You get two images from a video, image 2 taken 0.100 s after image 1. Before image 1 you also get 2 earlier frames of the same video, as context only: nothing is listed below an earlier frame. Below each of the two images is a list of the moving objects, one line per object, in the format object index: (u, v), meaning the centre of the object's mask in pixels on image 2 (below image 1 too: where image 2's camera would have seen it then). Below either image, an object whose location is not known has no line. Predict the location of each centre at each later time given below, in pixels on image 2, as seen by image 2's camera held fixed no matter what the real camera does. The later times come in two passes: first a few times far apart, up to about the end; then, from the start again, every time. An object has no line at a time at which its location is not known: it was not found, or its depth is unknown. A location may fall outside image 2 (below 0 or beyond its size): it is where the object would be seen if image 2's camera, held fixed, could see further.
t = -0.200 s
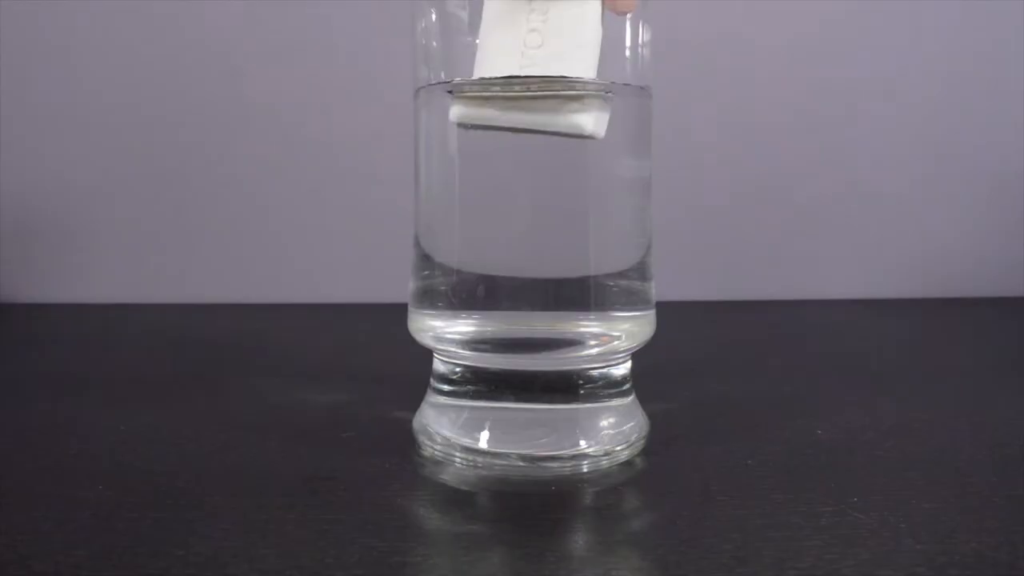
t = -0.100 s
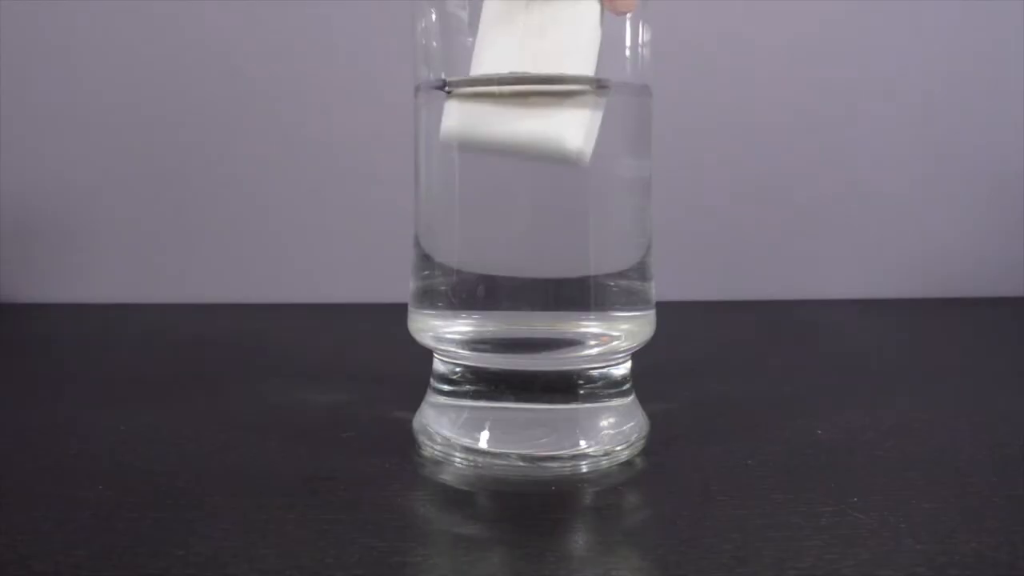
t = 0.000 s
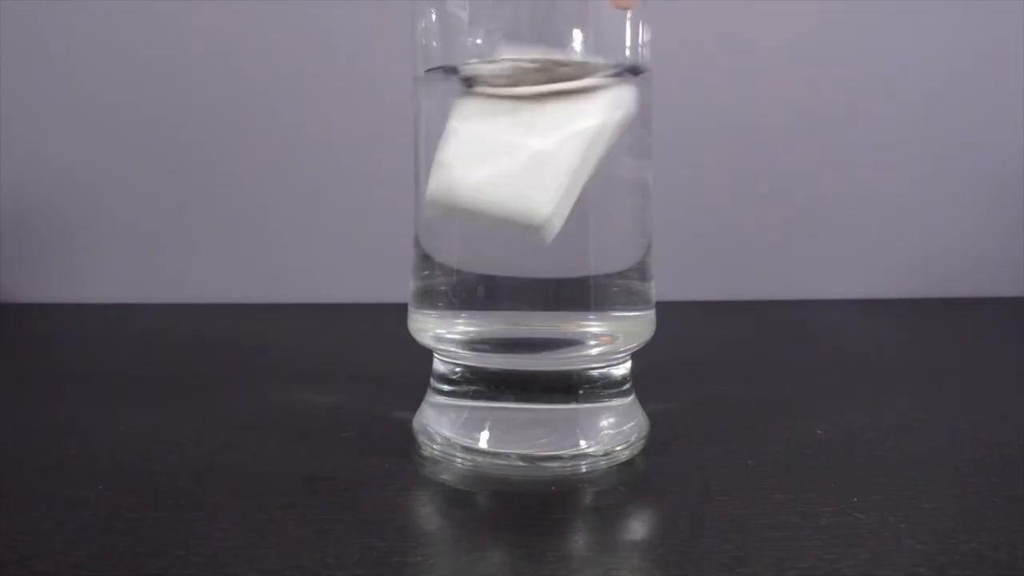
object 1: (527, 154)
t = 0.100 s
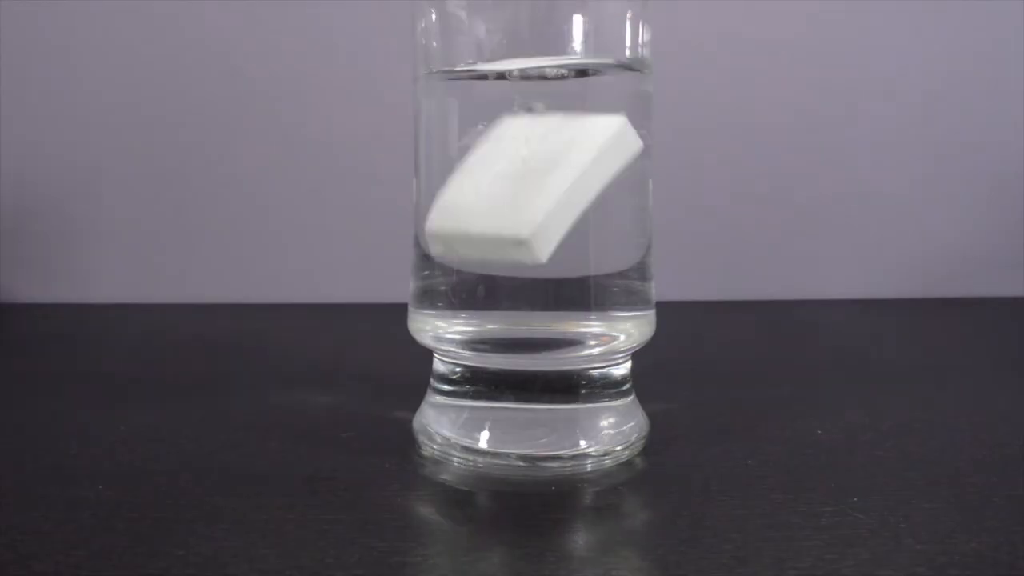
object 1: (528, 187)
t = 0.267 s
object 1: (542, 203)
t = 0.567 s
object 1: (568, 165)
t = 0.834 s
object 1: (554, 139)
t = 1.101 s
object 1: (534, 130)
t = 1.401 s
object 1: (530, 92)
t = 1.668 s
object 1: (525, 106)
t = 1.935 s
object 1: (523, 104)
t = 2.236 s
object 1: (525, 103)
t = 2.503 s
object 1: (527, 103)
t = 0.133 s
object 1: (530, 192)
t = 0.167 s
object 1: (533, 197)
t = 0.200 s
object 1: (536, 200)
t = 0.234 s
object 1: (539, 202)
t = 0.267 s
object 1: (542, 203)
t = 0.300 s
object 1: (546, 201)
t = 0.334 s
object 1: (550, 198)
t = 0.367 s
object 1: (554, 196)
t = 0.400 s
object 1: (558, 192)
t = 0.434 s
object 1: (561, 188)
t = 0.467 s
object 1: (564, 182)
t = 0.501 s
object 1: (566, 175)
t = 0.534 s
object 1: (569, 166)
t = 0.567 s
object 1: (568, 165)
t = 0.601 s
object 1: (568, 161)
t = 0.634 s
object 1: (567, 154)
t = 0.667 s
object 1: (571, 140)
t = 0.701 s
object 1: (569, 145)
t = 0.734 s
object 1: (566, 143)
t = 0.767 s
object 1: (563, 143)
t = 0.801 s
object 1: (557, 147)
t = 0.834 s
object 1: (554, 139)
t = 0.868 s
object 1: (542, 148)
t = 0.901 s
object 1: (539, 144)
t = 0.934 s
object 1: (537, 142)
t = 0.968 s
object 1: (537, 140)
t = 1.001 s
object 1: (536, 138)
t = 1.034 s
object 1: (535, 136)
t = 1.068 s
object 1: (535, 134)
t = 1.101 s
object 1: (534, 130)
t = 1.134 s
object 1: (533, 127)
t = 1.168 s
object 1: (533, 122)
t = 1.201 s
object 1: (531, 116)
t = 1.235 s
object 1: (530, 111)
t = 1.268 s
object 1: (528, 106)
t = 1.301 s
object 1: (526, 102)
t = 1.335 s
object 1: (519, 98)
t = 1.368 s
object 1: (532, 91)
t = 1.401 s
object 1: (530, 92)
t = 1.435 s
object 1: (526, 94)
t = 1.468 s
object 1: (523, 95)
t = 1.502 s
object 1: (518, 103)
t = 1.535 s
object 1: (523, 103)
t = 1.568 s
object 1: (526, 104)
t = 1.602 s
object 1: (529, 104)
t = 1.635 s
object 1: (527, 106)
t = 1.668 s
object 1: (525, 106)
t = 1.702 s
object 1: (523, 106)
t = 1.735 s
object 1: (522, 105)
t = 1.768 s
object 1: (522, 105)
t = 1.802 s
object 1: (521, 104)
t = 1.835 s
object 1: (524, 104)
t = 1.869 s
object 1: (524, 105)
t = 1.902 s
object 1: (523, 104)
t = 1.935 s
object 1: (523, 104)
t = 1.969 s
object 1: (524, 104)
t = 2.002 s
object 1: (523, 105)
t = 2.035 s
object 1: (523, 105)
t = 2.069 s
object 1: (524, 105)
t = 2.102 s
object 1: (524, 105)
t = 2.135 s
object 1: (526, 105)
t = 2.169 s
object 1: (526, 104)
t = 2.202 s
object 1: (526, 104)
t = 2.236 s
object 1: (525, 103)
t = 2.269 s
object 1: (523, 103)
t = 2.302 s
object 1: (521, 103)
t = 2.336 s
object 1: (521, 103)
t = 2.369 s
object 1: (522, 103)
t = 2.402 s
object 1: (523, 103)
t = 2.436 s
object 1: (525, 103)
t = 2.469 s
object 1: (526, 103)
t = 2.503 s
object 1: (527, 103)
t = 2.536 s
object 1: (528, 102)
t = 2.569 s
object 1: (527, 101)
